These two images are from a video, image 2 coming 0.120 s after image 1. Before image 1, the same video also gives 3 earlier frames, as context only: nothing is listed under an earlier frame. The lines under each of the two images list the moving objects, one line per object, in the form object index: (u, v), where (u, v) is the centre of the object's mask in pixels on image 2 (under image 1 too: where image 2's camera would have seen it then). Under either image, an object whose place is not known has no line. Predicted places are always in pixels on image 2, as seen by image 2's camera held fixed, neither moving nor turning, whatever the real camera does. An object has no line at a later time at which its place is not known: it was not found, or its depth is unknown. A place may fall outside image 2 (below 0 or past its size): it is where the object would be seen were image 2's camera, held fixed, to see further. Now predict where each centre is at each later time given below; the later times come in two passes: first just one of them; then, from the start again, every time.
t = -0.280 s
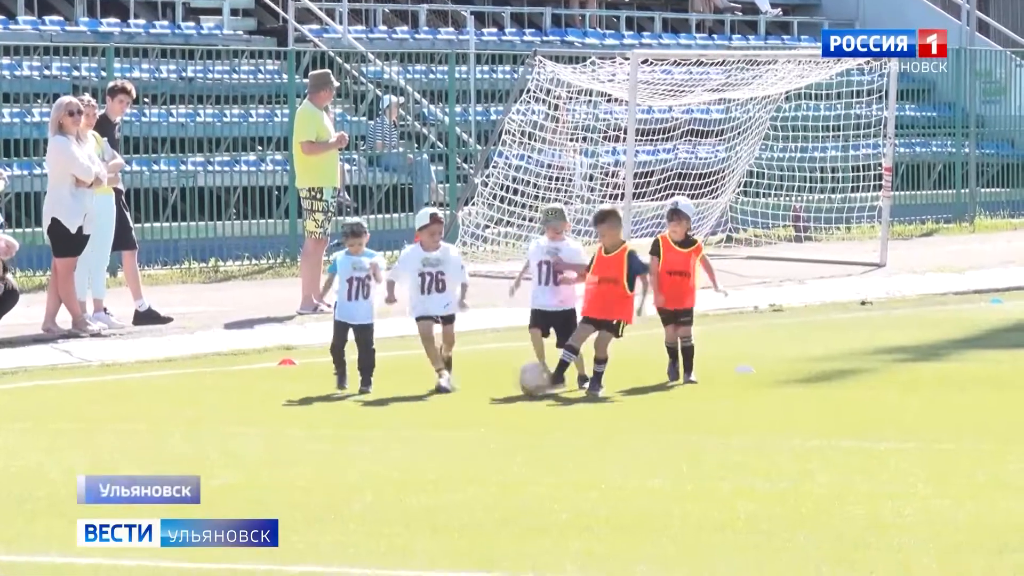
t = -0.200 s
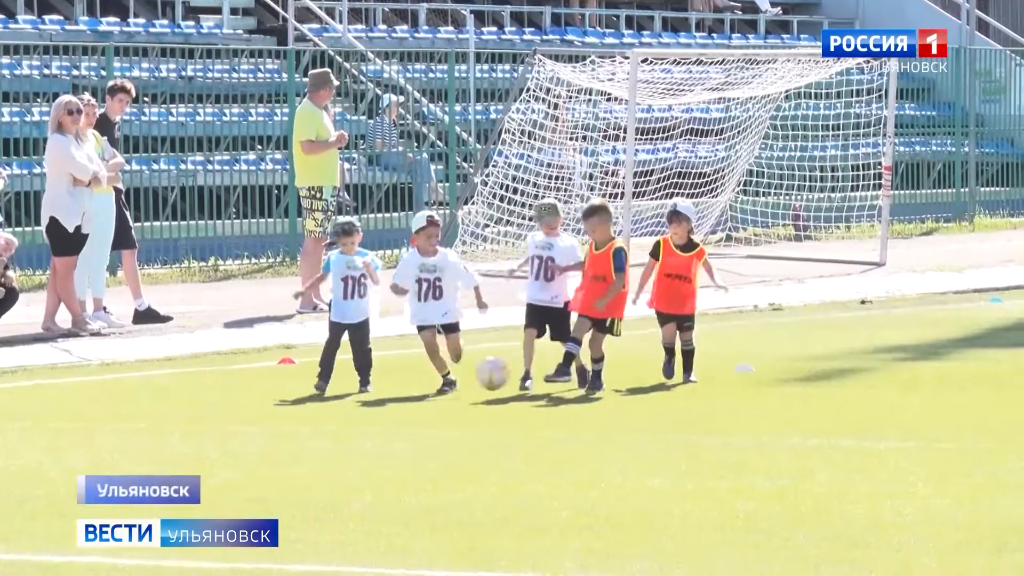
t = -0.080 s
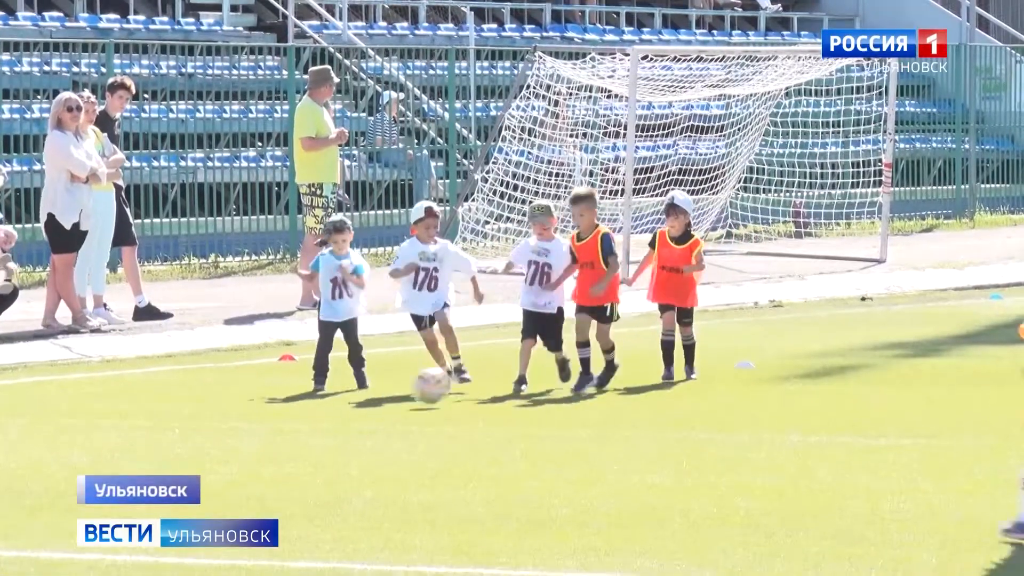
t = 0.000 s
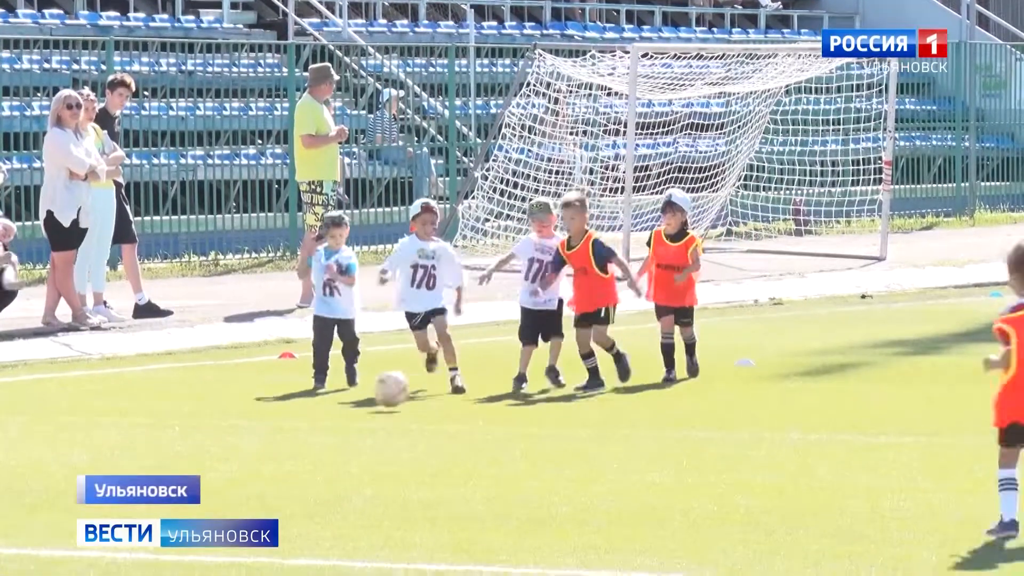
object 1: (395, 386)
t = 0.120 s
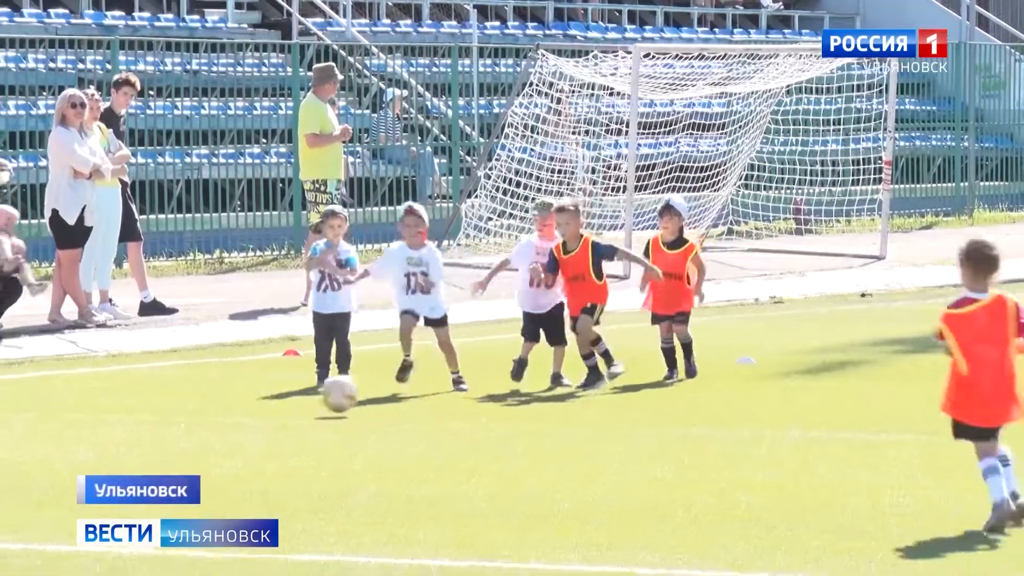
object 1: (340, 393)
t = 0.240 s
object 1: (285, 401)
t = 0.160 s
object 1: (319, 402)
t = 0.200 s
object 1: (302, 401)
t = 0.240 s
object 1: (285, 401)
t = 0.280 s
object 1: (268, 404)
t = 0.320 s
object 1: (255, 409)
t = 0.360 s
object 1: (240, 417)
